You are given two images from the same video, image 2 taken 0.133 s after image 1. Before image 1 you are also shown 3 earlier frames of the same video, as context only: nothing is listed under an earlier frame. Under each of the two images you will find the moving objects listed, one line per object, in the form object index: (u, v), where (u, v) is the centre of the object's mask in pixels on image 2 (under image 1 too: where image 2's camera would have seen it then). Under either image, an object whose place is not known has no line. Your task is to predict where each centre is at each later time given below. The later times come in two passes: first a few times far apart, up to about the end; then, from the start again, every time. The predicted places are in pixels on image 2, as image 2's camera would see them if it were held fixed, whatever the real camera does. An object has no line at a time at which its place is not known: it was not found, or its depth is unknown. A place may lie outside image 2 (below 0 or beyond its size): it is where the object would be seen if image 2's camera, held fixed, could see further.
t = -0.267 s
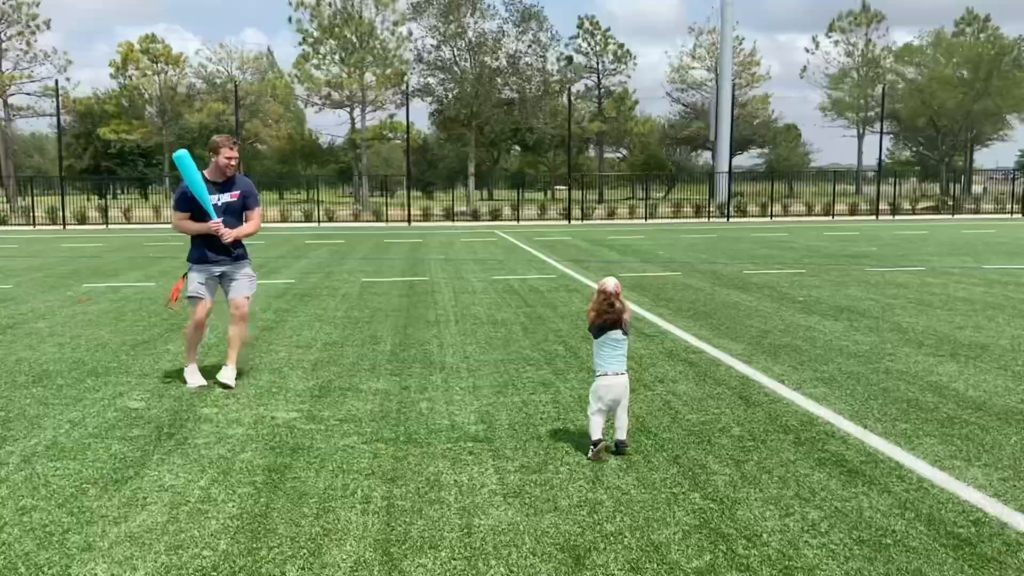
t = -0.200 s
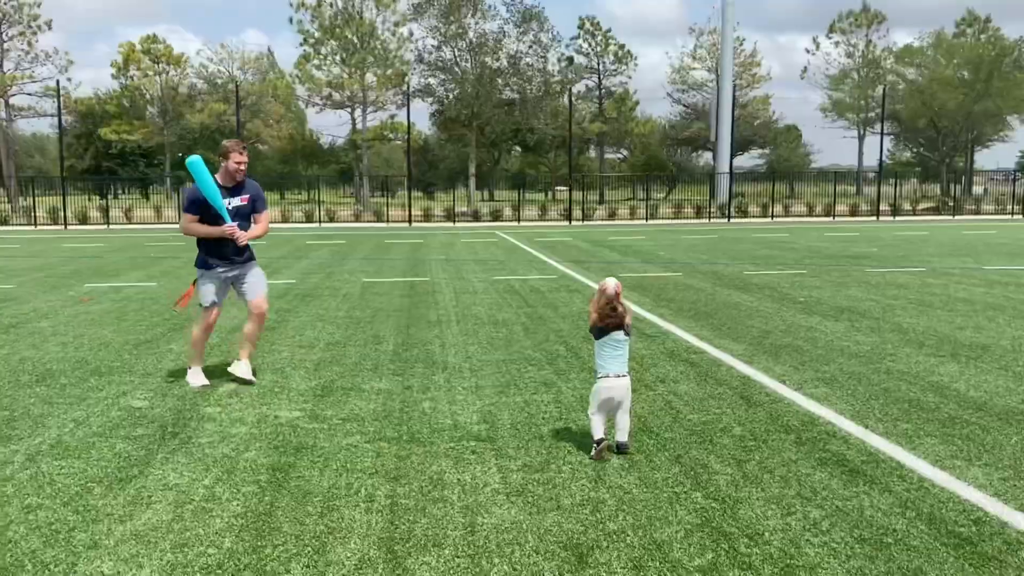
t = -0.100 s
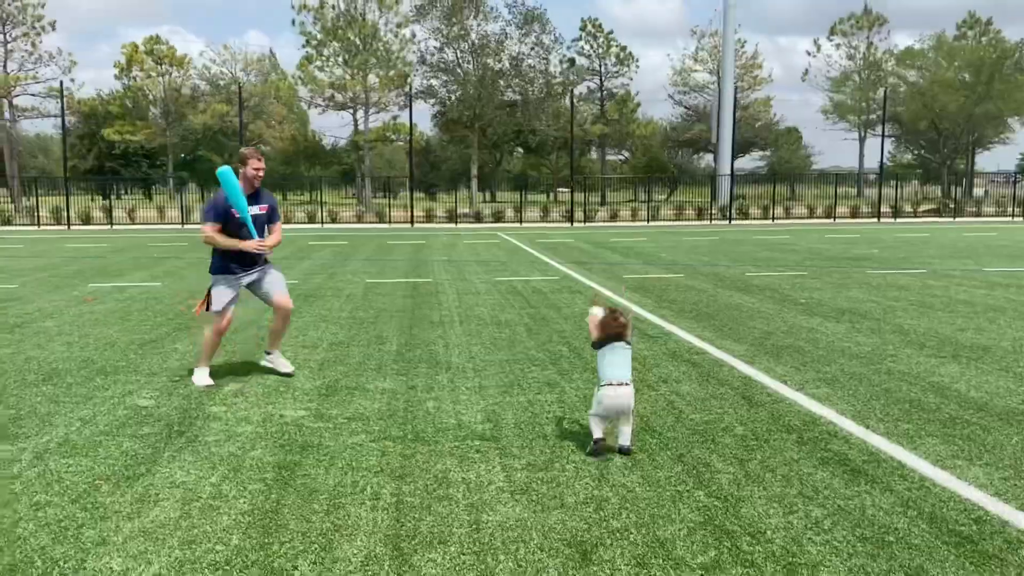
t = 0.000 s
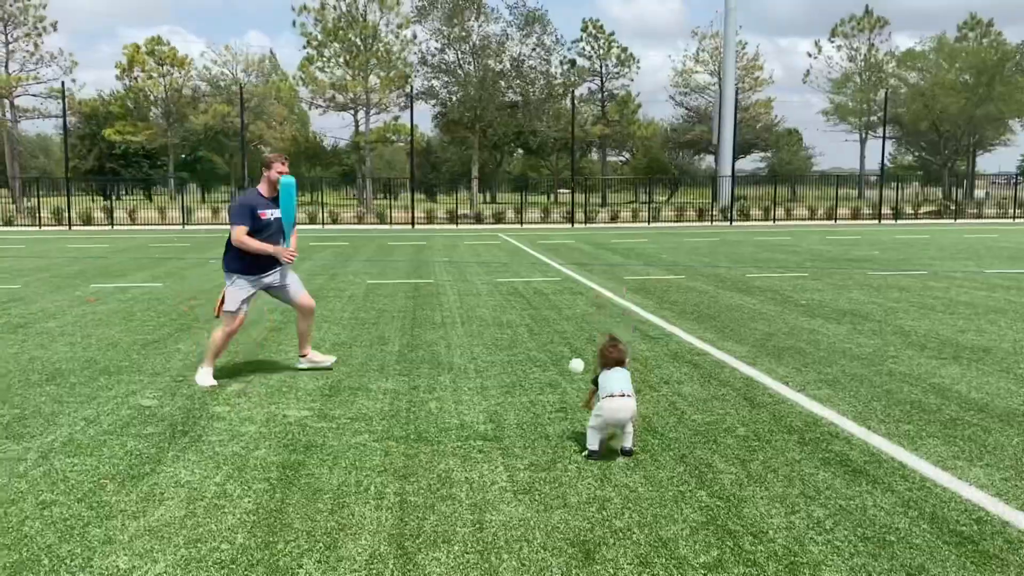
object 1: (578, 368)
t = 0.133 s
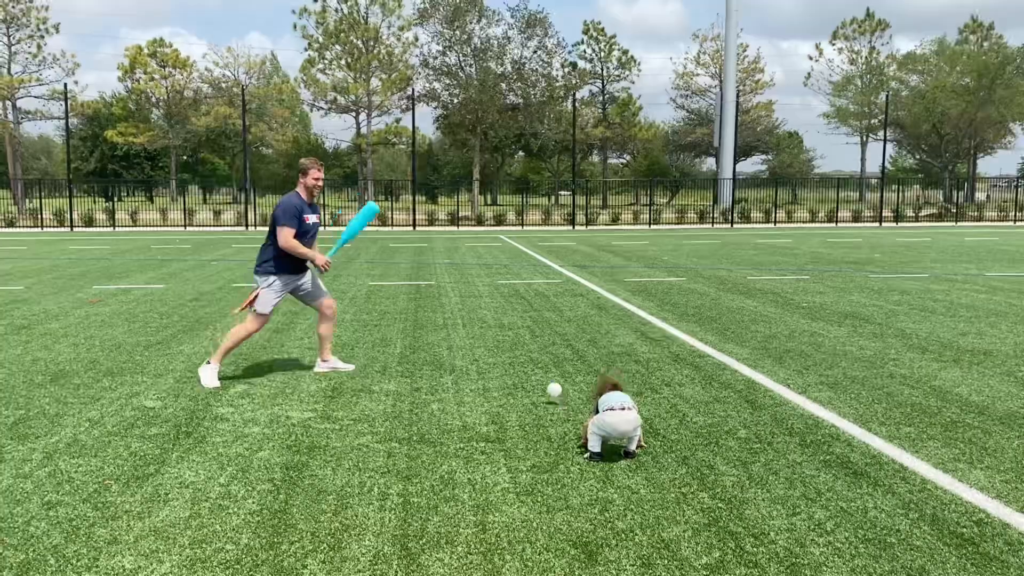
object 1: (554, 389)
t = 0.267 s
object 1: (535, 379)
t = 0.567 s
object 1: (494, 377)
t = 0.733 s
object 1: (476, 372)
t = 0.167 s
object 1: (550, 385)
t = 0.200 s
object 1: (545, 381)
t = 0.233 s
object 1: (541, 379)
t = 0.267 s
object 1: (535, 379)
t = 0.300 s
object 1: (530, 382)
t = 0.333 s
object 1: (526, 385)
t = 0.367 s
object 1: (521, 387)
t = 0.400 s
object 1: (516, 383)
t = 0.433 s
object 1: (511, 381)
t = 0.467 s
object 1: (507, 380)
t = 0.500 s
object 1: (503, 380)
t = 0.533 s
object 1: (499, 379)
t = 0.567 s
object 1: (494, 377)
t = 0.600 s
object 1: (490, 376)
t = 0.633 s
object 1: (486, 375)
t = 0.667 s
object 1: (483, 374)
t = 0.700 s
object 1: (479, 373)
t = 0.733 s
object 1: (476, 372)
